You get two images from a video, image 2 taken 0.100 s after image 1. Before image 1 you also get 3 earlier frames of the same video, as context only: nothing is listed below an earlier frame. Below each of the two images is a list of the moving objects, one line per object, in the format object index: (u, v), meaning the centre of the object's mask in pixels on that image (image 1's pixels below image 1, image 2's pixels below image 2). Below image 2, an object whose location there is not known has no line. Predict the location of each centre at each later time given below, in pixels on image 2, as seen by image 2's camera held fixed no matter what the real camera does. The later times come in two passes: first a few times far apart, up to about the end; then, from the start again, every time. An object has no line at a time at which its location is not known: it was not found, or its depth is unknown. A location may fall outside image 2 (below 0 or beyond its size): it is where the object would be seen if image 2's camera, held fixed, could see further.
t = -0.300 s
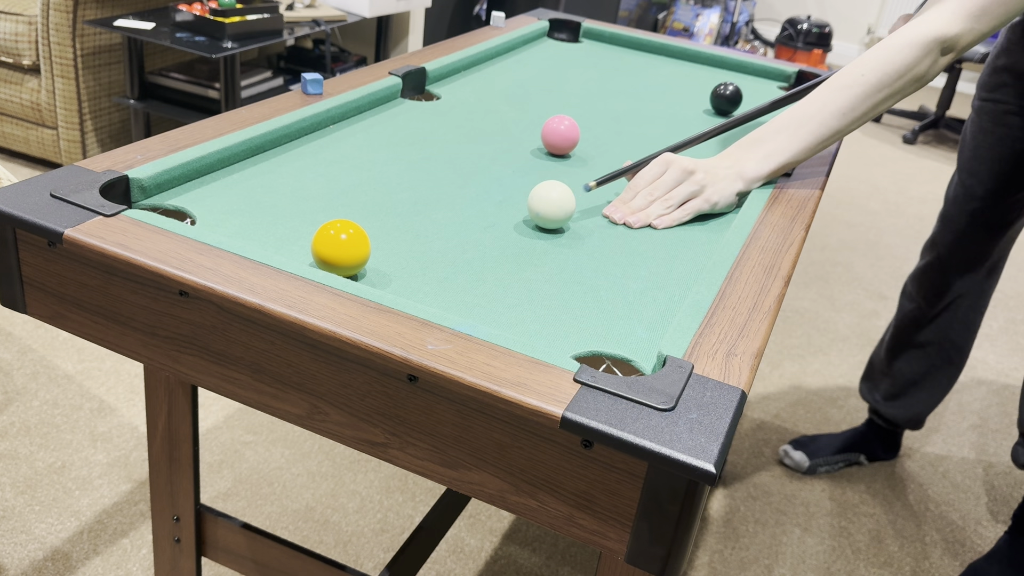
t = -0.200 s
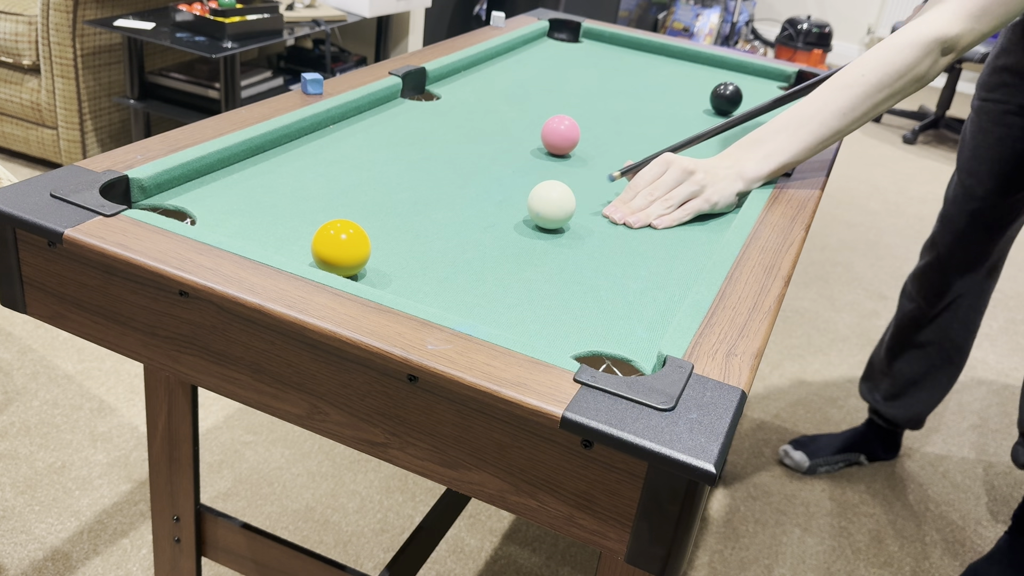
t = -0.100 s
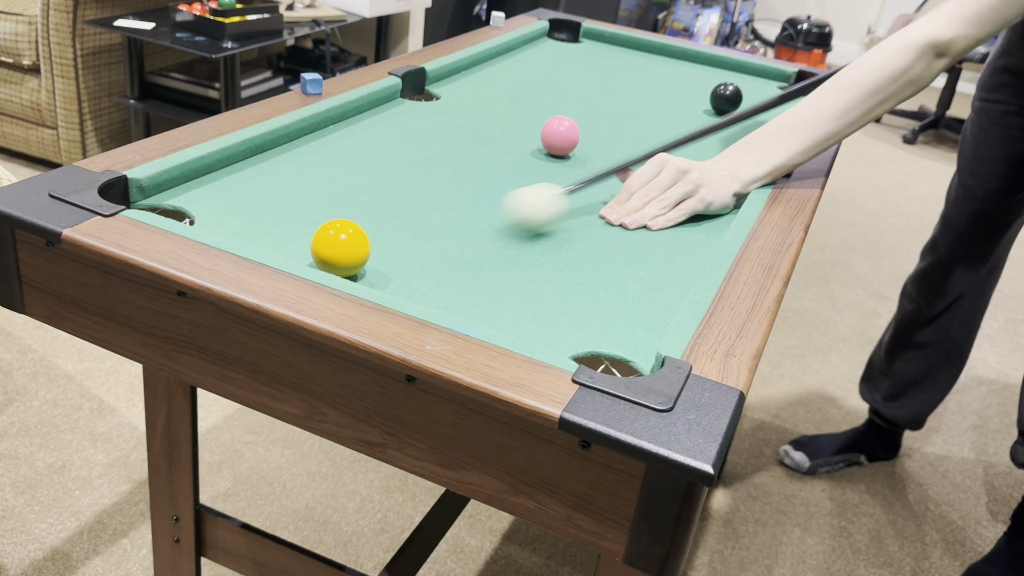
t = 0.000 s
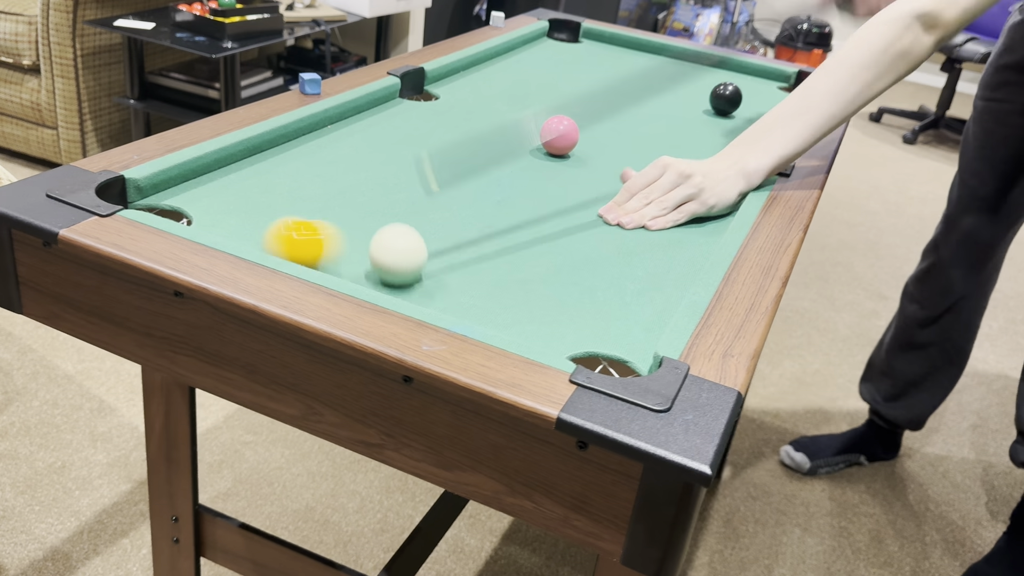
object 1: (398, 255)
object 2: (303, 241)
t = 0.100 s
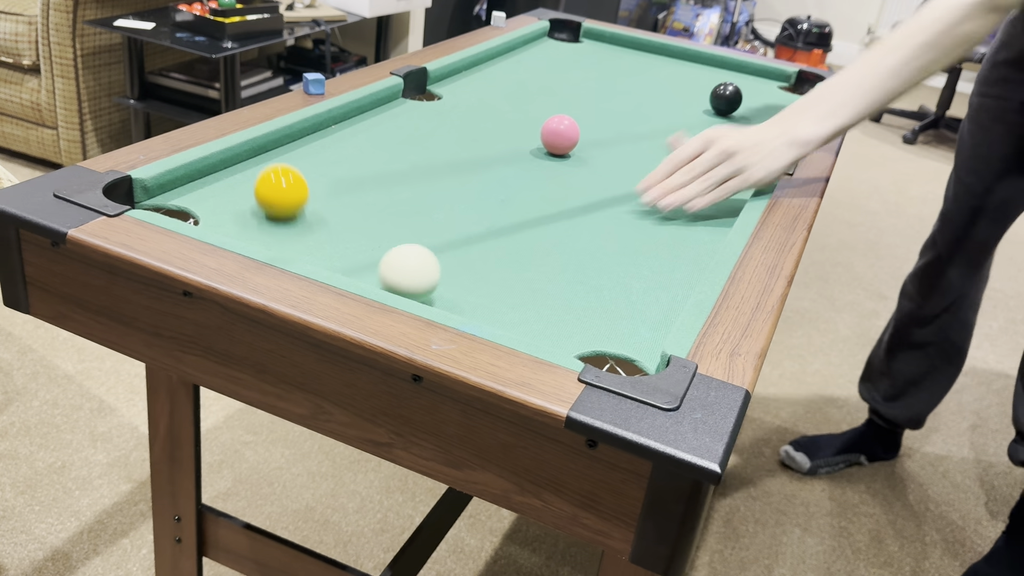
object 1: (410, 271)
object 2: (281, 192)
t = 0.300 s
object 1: (462, 263)
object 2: (320, 138)
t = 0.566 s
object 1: (517, 253)
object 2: (450, 118)
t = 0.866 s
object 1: (565, 245)
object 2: (557, 99)
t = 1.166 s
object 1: (602, 238)
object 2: (639, 85)
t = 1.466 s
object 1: (630, 233)
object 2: (703, 71)
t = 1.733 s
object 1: (650, 230)
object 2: (748, 63)
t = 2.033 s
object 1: (668, 227)
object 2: (776, 78)
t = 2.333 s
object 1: (681, 225)
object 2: (793, 87)
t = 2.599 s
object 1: (687, 225)
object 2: (780, 89)
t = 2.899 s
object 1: (687, 224)
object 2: (773, 91)
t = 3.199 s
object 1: (687, 224)
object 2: (772, 94)
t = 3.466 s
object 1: (687, 224)
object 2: (774, 95)
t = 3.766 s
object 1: (687, 224)
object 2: (776, 96)
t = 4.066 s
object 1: (687, 224)
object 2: (777, 97)
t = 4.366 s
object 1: (687, 224)
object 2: (778, 97)
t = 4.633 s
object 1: (687, 224)
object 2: (778, 97)
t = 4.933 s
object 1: (687, 224)
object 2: (778, 97)
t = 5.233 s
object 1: (687, 224)
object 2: (778, 97)
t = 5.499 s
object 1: (687, 224)
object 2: (778, 97)
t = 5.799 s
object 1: (687, 224)
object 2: (777, 97)
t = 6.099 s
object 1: (687, 224)
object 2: (777, 97)
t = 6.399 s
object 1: (687, 224)
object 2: (778, 96)
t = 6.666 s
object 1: (687, 224)
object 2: (778, 96)
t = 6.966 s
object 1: (687, 224)
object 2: (778, 96)
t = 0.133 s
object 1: (420, 271)
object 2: (279, 177)
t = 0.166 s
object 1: (430, 269)
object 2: (276, 164)
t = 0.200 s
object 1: (439, 267)
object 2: (272, 153)
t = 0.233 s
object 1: (446, 266)
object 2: (274, 143)
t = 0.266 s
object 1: (454, 264)
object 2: (297, 138)
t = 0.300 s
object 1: (462, 263)
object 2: (320, 138)
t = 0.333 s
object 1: (470, 261)
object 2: (341, 136)
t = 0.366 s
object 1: (477, 260)
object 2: (358, 134)
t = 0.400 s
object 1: (484, 259)
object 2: (375, 131)
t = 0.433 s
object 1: (491, 258)
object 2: (391, 128)
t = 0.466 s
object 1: (498, 257)
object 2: (407, 126)
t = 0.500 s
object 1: (504, 255)
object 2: (422, 123)
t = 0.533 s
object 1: (510, 254)
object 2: (436, 121)
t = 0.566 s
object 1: (517, 253)
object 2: (450, 118)
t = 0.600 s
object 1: (523, 252)
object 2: (464, 116)
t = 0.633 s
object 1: (529, 251)
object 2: (477, 114)
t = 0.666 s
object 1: (534, 250)
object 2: (489, 112)
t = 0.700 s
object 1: (540, 249)
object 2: (501, 110)
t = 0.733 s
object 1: (545, 248)
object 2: (513, 107)
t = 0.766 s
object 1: (550, 247)
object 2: (524, 105)
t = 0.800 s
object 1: (555, 246)
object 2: (536, 104)
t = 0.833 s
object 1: (560, 246)
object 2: (546, 101)
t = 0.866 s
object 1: (565, 245)
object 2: (557, 99)
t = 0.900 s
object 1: (570, 244)
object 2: (567, 98)
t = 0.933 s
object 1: (574, 243)
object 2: (577, 96)
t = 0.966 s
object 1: (579, 242)
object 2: (587, 95)
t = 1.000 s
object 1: (583, 242)
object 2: (596, 93)
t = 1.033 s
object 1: (587, 241)
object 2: (605, 91)
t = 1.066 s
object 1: (591, 240)
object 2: (614, 90)
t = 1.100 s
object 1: (594, 239)
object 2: (623, 88)
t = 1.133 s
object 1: (598, 239)
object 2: (631, 86)
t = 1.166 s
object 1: (602, 238)
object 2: (639, 85)
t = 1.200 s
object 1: (605, 237)
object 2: (647, 83)
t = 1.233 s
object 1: (609, 237)
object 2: (655, 82)
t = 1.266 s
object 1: (612, 236)
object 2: (662, 80)
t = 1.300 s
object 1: (615, 236)
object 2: (669, 79)
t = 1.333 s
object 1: (619, 235)
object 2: (676, 77)
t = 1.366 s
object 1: (621, 235)
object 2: (683, 75)
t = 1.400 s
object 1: (624, 234)
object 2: (690, 74)
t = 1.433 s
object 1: (627, 234)
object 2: (696, 72)
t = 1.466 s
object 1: (630, 233)
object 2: (703, 71)
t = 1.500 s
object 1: (633, 233)
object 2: (709, 70)
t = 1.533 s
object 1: (636, 232)
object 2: (715, 69)
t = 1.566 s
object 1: (638, 232)
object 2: (721, 67)
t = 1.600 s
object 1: (641, 231)
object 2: (726, 66)
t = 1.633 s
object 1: (643, 231)
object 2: (732, 66)
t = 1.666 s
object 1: (646, 231)
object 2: (737, 65)
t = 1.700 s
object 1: (648, 230)
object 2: (742, 64)
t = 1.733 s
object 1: (650, 230)
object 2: (748, 63)
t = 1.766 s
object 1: (652, 229)
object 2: (751, 64)
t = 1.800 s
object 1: (654, 229)
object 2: (753, 67)
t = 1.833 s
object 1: (657, 228)
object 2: (756, 69)
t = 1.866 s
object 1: (659, 228)
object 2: (759, 70)
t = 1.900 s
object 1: (660, 228)
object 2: (762, 72)
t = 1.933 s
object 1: (662, 228)
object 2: (766, 73)
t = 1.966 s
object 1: (664, 227)
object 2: (769, 75)
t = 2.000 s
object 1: (666, 227)
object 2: (772, 76)
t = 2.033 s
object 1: (668, 227)
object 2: (776, 78)
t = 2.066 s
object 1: (670, 227)
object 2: (779, 79)
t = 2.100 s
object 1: (671, 227)
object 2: (783, 81)
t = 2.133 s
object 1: (673, 226)
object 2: (787, 82)
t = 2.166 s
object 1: (674, 226)
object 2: (790, 84)
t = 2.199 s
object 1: (676, 226)
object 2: (794, 85)
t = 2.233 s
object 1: (677, 226)
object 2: (797, 86)
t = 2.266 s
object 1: (678, 226)
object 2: (796, 87)
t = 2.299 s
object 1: (680, 226)
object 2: (795, 87)
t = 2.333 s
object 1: (681, 225)
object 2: (793, 87)
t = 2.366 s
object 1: (682, 225)
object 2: (791, 87)
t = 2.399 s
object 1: (683, 225)
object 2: (789, 87)
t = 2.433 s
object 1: (684, 225)
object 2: (787, 88)
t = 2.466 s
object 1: (684, 225)
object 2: (786, 88)
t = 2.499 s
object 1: (685, 225)
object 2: (784, 88)
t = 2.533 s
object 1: (686, 225)
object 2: (783, 89)
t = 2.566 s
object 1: (686, 225)
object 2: (781, 89)
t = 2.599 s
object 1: (687, 225)
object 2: (780, 89)
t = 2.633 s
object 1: (687, 224)
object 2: (779, 89)
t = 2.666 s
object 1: (687, 224)
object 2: (778, 89)
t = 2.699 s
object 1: (688, 224)
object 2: (777, 90)
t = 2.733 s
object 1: (688, 224)
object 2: (776, 90)
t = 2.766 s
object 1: (688, 224)
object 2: (776, 90)
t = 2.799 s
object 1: (688, 224)
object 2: (775, 90)
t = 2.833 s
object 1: (688, 224)
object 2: (774, 91)
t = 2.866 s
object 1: (688, 224)
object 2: (774, 91)
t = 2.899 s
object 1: (687, 224)
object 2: (773, 91)
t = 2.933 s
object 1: (687, 224)
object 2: (773, 92)
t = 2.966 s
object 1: (687, 224)
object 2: (773, 92)
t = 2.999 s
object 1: (687, 224)
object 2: (772, 92)
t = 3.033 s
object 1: (687, 224)
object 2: (772, 92)
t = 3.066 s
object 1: (687, 224)
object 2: (772, 93)
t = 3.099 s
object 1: (687, 224)
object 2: (772, 93)
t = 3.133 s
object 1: (687, 224)
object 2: (772, 93)
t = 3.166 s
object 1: (687, 224)
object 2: (772, 93)
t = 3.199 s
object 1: (687, 224)
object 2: (772, 94)
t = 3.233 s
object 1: (687, 224)
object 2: (772, 94)
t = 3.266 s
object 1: (687, 224)
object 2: (772, 94)
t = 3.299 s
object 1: (687, 224)
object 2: (772, 94)
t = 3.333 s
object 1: (687, 224)
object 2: (773, 95)
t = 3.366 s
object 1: (687, 224)
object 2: (773, 95)
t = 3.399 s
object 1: (687, 224)
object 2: (773, 95)
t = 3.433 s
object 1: (687, 224)
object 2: (773, 95)
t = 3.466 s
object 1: (687, 224)
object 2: (774, 95)
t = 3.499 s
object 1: (687, 224)
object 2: (774, 96)
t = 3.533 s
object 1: (687, 224)
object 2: (774, 96)
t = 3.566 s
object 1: (687, 224)
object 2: (775, 96)
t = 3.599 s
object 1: (687, 224)
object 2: (775, 96)
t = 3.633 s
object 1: (687, 224)
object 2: (775, 96)
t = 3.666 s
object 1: (687, 224)
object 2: (775, 96)
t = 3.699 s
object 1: (687, 224)
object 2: (776, 96)
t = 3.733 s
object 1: (687, 224)
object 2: (776, 96)
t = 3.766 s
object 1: (687, 224)
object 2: (776, 96)
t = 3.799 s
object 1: (687, 224)
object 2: (777, 96)
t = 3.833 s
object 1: (687, 224)
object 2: (777, 96)
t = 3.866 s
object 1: (687, 224)
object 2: (777, 96)
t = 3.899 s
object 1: (687, 224)
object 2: (777, 96)
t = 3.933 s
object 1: (687, 224)
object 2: (777, 97)
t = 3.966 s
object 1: (687, 224)
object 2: (777, 97)
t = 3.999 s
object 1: (687, 224)
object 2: (777, 97)
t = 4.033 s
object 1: (687, 224)
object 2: (777, 97)
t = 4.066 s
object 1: (687, 224)
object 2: (777, 97)
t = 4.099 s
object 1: (687, 224)
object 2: (777, 97)
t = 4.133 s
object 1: (687, 224)
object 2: (778, 96)
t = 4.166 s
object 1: (687, 224)
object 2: (778, 96)
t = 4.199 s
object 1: (687, 224)
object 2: (778, 97)
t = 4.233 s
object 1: (687, 224)
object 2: (778, 97)
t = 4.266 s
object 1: (687, 224)
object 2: (778, 97)
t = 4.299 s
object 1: (687, 225)
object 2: (778, 97)
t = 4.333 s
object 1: (687, 224)
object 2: (778, 96)
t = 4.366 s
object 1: (687, 224)
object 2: (778, 97)
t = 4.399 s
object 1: (687, 224)
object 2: (778, 97)
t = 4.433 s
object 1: (687, 224)
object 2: (778, 97)
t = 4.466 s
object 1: (687, 224)
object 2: (777, 97)
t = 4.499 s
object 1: (687, 224)
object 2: (778, 97)
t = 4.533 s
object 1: (687, 224)
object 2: (778, 96)
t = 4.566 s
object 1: (687, 224)
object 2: (777, 97)
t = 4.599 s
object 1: (687, 224)
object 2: (778, 97)
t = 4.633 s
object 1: (687, 224)
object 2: (778, 97)
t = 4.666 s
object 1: (687, 224)
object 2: (777, 97)
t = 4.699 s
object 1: (687, 224)
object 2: (778, 97)
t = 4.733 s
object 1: (687, 224)
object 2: (778, 96)
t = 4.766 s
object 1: (687, 224)
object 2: (777, 97)
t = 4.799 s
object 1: (687, 224)
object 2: (778, 97)
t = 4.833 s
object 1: (687, 224)
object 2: (778, 97)
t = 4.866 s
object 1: (687, 224)
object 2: (778, 97)
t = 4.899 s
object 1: (687, 224)
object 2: (778, 97)
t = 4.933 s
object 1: (687, 224)
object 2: (778, 97)
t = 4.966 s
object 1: (687, 224)
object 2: (778, 97)
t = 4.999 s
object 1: (687, 224)
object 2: (778, 97)
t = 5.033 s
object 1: (687, 224)
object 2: (778, 97)
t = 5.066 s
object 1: (687, 224)
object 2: (778, 97)
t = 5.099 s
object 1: (687, 224)
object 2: (778, 97)
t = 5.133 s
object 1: (687, 224)
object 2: (778, 97)
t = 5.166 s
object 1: (687, 224)
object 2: (778, 97)
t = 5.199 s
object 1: (687, 224)
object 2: (778, 97)
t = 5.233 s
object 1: (687, 224)
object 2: (778, 97)
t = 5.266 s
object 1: (687, 225)
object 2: (778, 97)
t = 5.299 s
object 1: (687, 224)
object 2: (778, 97)
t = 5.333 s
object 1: (687, 224)
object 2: (778, 97)
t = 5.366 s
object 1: (687, 224)
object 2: (778, 97)
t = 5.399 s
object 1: (687, 224)
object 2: (778, 97)
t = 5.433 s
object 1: (687, 224)
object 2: (778, 97)
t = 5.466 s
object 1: (687, 224)
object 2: (778, 97)
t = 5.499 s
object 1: (687, 224)
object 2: (778, 97)
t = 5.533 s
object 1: (687, 224)
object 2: (777, 97)
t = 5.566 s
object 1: (687, 224)
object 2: (777, 97)
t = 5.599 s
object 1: (687, 224)
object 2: (777, 97)
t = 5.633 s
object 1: (687, 224)
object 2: (778, 97)
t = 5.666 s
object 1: (687, 224)
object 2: (777, 97)
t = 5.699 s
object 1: (687, 224)
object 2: (777, 97)
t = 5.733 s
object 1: (687, 224)
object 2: (777, 97)
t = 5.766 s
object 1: (687, 224)
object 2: (777, 97)
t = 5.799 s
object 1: (687, 224)
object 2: (777, 97)
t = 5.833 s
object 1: (687, 224)
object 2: (777, 97)
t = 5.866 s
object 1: (687, 224)
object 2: (777, 97)
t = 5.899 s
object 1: (687, 224)
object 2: (777, 97)
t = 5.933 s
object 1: (687, 224)
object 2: (777, 97)
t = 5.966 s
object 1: (687, 224)
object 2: (777, 97)
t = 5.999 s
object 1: (687, 224)
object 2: (777, 97)
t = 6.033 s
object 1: (687, 224)
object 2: (777, 97)
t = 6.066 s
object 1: (687, 224)
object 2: (778, 96)
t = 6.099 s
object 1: (687, 224)
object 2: (777, 97)
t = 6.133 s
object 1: (687, 224)
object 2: (778, 96)
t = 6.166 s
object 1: (687, 224)
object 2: (777, 97)
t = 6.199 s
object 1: (687, 224)
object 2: (778, 96)
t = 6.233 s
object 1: (687, 224)
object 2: (777, 97)
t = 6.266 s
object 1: (687, 225)
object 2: (778, 96)
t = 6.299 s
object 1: (687, 224)
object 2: (777, 97)
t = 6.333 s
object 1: (687, 224)
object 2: (778, 97)
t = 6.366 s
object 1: (687, 224)
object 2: (777, 97)
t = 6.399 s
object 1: (687, 224)
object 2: (778, 96)
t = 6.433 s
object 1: (687, 224)
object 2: (778, 97)
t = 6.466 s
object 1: (687, 224)
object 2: (777, 97)
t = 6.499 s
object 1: (687, 224)
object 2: (778, 96)
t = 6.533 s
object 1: (687, 224)
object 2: (778, 97)
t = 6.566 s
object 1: (687, 224)
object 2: (777, 97)
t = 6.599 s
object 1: (687, 224)
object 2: (778, 96)
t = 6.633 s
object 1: (687, 224)
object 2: (778, 97)
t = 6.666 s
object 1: (687, 224)
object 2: (778, 96)
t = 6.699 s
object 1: (687, 224)
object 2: (778, 96)
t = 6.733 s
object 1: (687, 224)
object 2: (777, 96)
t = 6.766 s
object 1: (687, 224)
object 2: (778, 96)
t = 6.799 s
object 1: (687, 224)
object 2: (778, 96)
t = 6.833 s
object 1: (687, 224)
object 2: (778, 96)
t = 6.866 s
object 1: (687, 224)
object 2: (778, 96)
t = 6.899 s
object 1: (687, 224)
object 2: (777, 96)
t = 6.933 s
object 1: (687, 224)
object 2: (778, 96)
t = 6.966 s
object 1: (687, 224)
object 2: (778, 96)
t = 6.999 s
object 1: (686, 225)
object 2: (778, 96)
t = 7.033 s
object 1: (686, 225)
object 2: (777, 96)
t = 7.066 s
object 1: (686, 225)
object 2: (777, 96)
